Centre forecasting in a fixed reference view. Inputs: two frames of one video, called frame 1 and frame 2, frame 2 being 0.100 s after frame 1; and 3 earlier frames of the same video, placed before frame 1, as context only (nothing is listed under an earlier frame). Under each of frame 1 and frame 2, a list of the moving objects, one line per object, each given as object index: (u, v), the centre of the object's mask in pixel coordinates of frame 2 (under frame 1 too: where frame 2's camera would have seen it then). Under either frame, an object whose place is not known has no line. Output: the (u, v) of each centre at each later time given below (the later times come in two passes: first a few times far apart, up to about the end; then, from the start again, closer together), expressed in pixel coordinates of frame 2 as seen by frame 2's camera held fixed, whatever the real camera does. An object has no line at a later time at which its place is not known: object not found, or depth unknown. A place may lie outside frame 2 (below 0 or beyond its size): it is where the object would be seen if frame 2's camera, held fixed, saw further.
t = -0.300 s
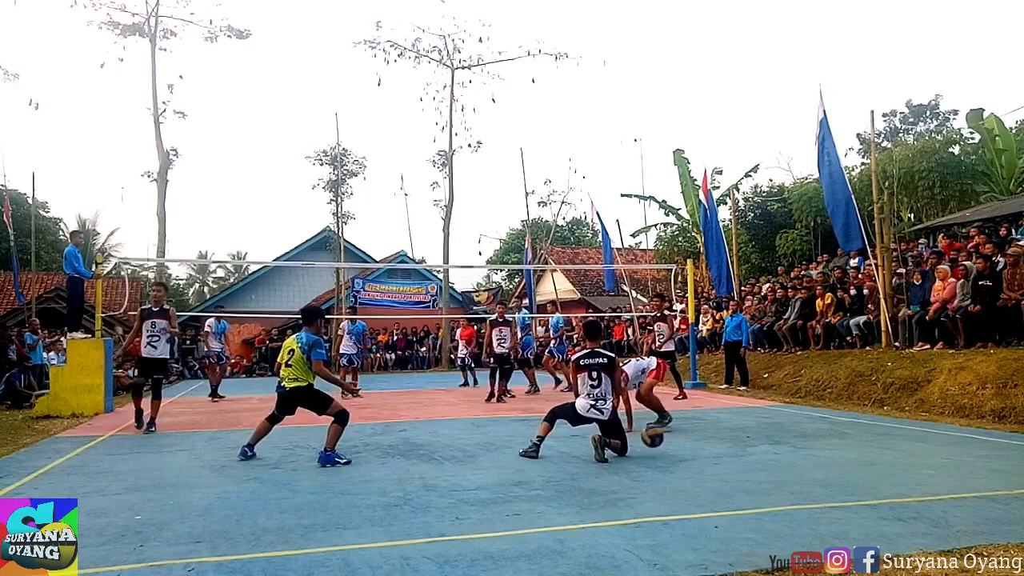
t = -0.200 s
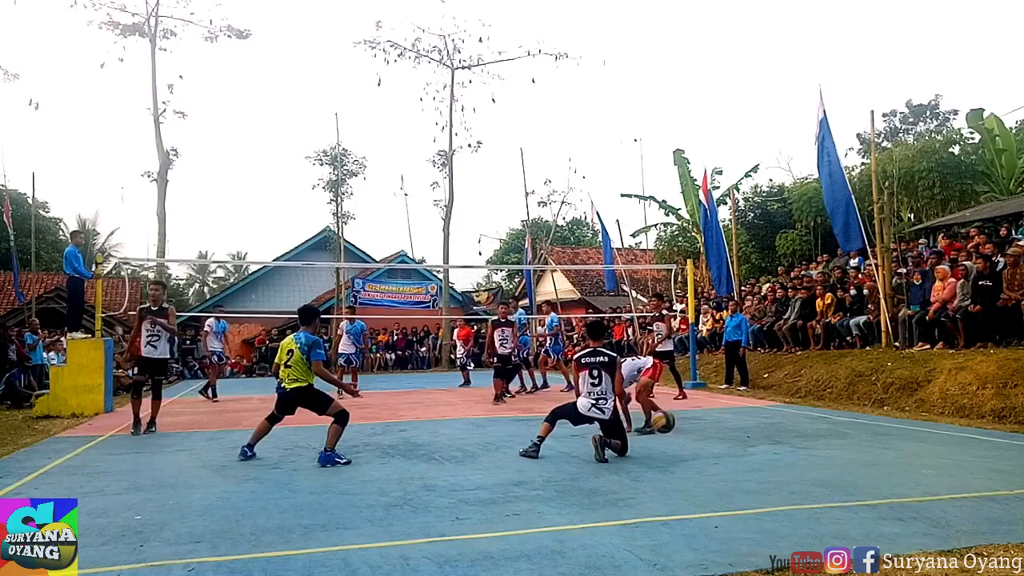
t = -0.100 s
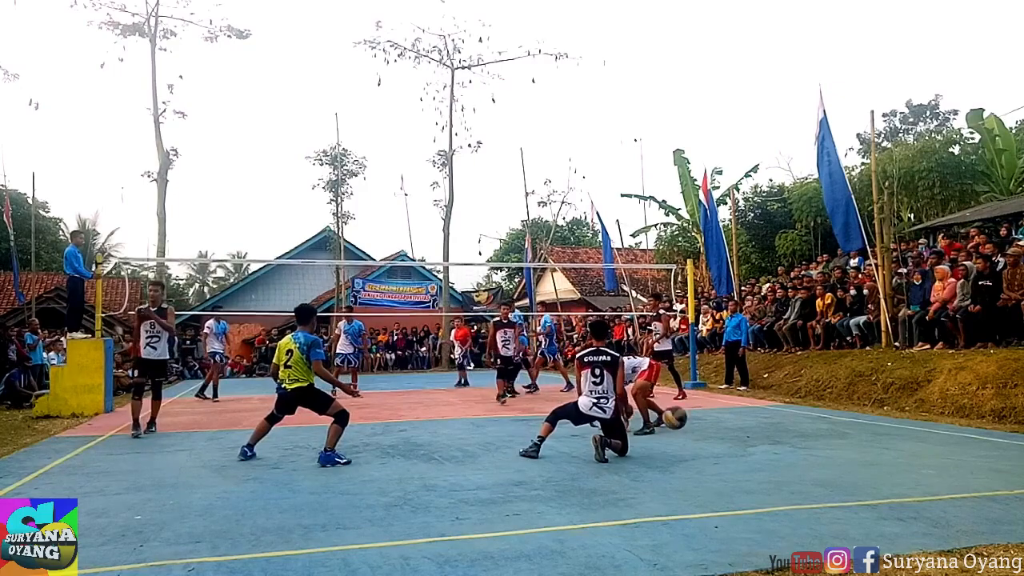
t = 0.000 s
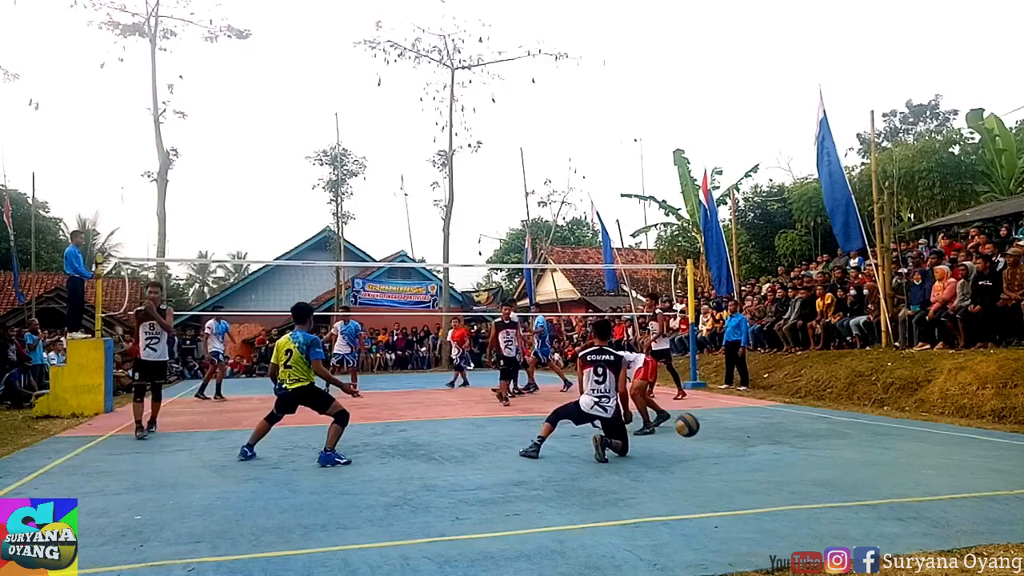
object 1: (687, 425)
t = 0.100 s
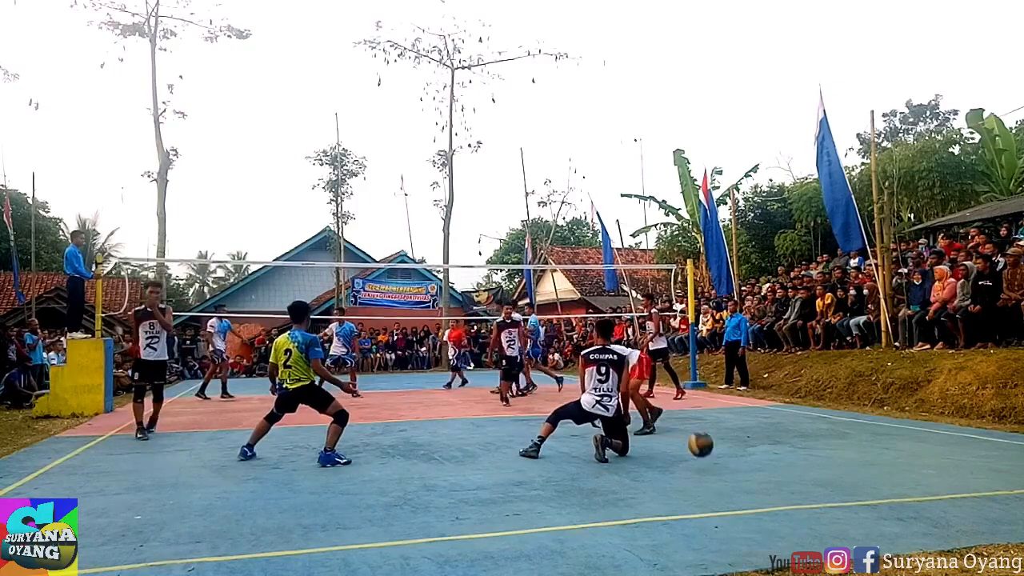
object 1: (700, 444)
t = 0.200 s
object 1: (714, 449)
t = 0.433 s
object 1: (749, 442)
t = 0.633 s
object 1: (782, 460)
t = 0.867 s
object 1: (823, 466)
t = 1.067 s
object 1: (864, 470)
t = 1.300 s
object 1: (916, 493)
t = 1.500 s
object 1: (965, 497)
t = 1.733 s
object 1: (1015, 506)
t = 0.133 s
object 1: (705, 454)
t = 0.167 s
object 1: (710, 455)
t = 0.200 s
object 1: (714, 449)
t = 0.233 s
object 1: (719, 444)
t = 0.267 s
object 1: (723, 440)
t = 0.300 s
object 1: (728, 438)
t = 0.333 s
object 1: (733, 437)
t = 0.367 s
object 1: (738, 437)
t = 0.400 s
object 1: (743, 439)
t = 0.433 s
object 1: (749, 442)
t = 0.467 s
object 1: (754, 447)
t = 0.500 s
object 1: (759, 453)
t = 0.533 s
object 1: (765, 461)
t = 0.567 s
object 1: (771, 471)
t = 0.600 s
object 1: (777, 465)
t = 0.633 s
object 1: (782, 460)
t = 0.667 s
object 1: (788, 457)
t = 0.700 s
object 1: (793, 454)
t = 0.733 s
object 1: (799, 454)
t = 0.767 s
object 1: (805, 454)
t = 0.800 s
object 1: (811, 456)
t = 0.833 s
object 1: (817, 460)
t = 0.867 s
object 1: (823, 466)
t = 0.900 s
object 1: (831, 473)
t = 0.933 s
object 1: (838, 483)
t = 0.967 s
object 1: (844, 480)
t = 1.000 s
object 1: (851, 475)
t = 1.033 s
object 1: (857, 472)
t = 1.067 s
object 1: (864, 470)
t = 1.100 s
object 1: (871, 470)
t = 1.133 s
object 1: (878, 472)
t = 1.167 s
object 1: (886, 476)
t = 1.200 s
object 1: (893, 482)
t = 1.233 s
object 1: (901, 489)
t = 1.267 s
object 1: (909, 498)
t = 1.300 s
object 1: (916, 493)
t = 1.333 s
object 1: (924, 489)
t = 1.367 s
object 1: (931, 487)
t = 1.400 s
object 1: (939, 487)
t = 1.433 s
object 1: (947, 488)
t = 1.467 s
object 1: (956, 491)
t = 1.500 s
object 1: (965, 497)
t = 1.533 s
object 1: (974, 504)
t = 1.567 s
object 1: (983, 513)
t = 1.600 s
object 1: (992, 508)
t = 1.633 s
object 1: (1001, 505)
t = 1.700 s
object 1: (1011, 504)
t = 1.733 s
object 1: (1015, 506)
